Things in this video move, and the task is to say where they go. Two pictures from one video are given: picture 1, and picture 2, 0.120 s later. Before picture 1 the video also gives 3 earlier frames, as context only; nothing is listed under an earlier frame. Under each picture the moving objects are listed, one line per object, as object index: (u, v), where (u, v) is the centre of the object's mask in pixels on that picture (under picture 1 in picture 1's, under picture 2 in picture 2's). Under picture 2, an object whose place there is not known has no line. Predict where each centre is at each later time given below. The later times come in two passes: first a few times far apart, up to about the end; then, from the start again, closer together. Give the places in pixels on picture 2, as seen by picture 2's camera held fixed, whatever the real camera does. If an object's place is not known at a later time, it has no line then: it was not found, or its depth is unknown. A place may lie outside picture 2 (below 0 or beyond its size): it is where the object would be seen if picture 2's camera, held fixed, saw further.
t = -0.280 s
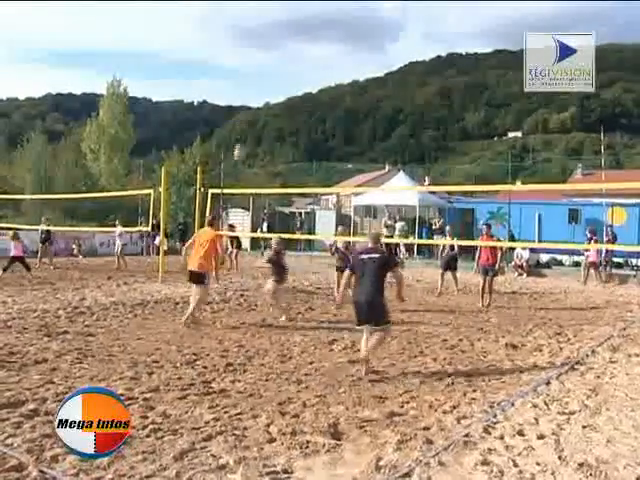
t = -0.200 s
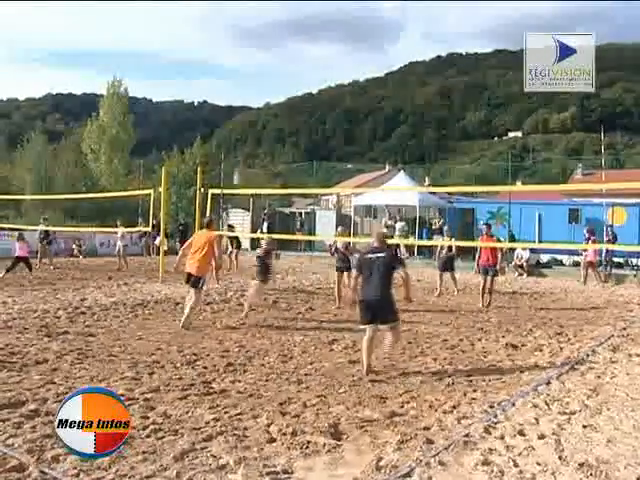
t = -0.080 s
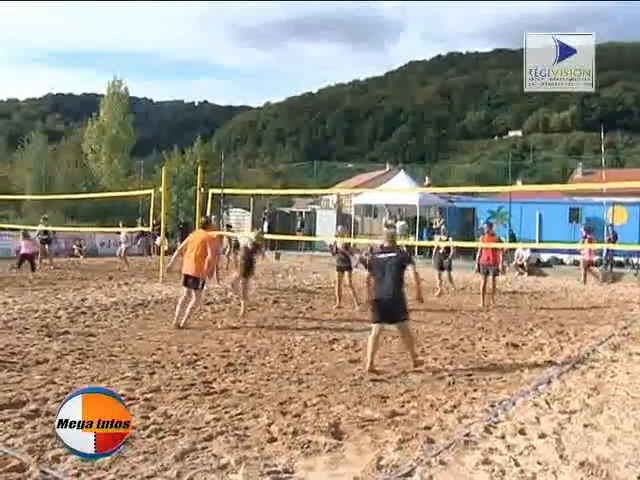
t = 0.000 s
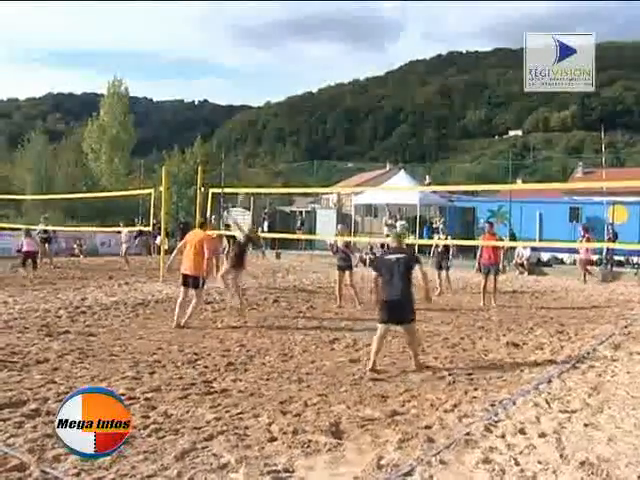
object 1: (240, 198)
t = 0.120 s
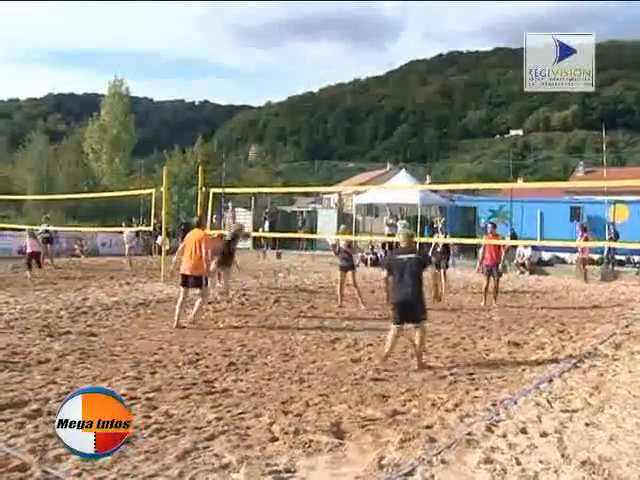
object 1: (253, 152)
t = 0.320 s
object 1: (275, 89)
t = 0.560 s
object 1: (301, 42)
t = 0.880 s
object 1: (338, 29)
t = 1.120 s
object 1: (367, 60)
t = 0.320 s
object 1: (275, 89)
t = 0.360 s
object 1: (280, 80)
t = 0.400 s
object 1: (284, 71)
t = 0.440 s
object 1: (289, 62)
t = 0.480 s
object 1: (293, 55)
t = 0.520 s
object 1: (297, 48)
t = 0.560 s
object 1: (301, 42)
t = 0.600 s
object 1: (306, 37)
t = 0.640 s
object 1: (310, 33)
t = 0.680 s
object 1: (314, 30)
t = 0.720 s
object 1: (320, 28)
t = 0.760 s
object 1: (323, 27)
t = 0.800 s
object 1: (328, 27)
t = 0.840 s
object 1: (333, 27)
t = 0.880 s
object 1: (338, 29)
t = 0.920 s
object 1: (342, 33)
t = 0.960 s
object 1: (348, 37)
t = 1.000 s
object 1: (352, 41)
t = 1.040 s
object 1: (358, 47)
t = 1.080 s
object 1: (363, 54)
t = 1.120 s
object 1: (367, 60)
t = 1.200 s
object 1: (378, 85)
